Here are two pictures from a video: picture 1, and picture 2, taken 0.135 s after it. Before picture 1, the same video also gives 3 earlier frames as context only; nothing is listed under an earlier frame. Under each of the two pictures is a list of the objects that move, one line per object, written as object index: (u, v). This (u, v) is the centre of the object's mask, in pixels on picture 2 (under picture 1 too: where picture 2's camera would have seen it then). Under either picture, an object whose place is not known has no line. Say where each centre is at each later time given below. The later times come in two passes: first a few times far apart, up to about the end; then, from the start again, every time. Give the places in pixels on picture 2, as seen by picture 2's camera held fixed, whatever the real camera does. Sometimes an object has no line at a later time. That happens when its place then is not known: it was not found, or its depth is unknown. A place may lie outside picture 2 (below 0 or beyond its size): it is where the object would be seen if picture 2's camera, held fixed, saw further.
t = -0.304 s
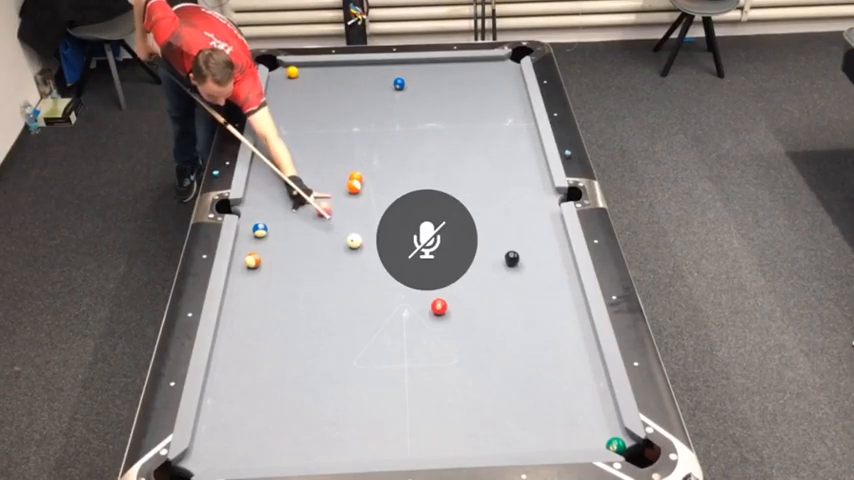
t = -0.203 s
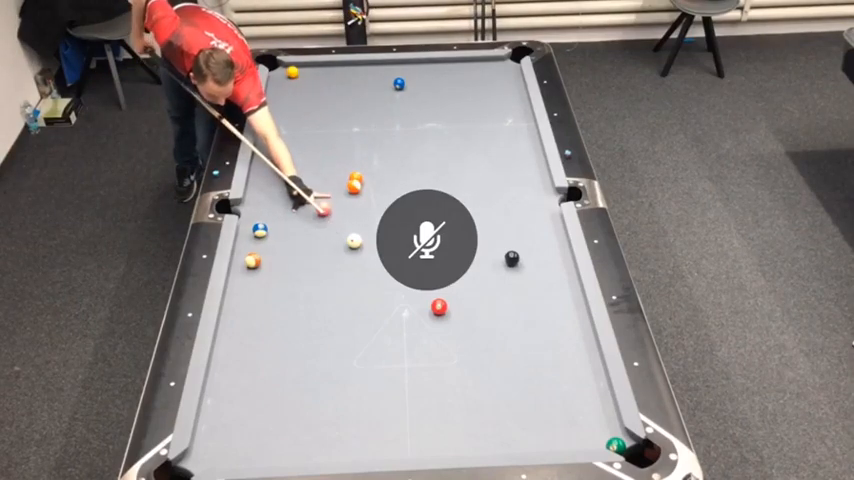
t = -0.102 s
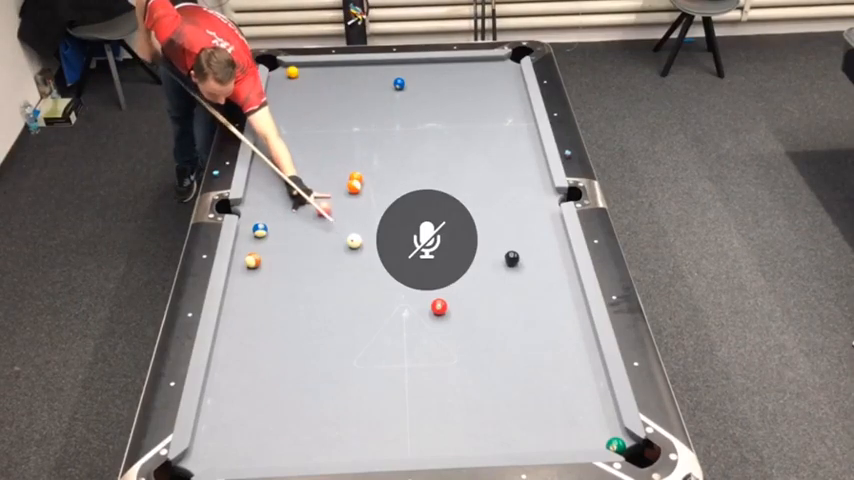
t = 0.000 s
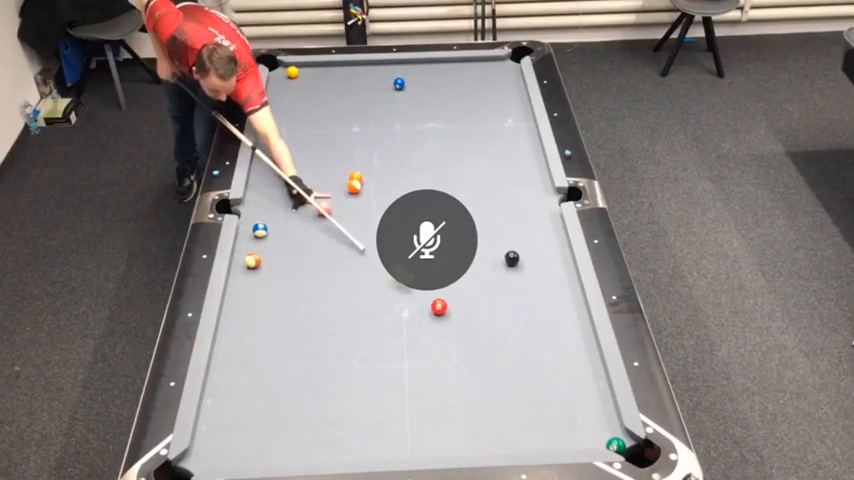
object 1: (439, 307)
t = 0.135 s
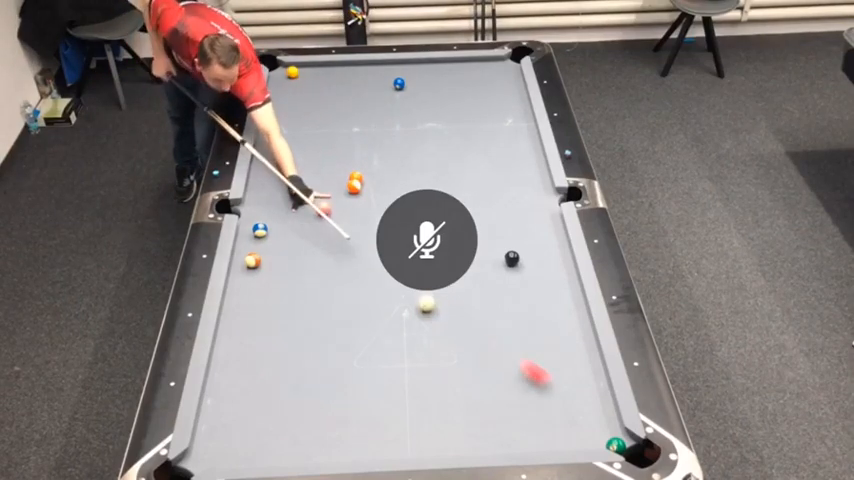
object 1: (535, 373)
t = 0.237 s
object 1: (617, 433)
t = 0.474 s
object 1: (588, 437)
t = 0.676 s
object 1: (571, 440)
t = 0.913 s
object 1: (550, 442)
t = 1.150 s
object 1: (530, 441)
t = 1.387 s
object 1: (511, 440)
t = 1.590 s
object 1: (497, 439)
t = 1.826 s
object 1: (481, 437)
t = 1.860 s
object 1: (479, 437)
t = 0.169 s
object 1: (570, 397)
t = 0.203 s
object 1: (606, 422)
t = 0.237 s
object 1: (617, 433)
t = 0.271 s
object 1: (611, 434)
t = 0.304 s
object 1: (605, 434)
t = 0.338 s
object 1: (601, 434)
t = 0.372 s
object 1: (598, 435)
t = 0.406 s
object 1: (595, 435)
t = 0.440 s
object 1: (591, 436)
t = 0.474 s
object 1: (588, 437)
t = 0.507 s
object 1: (585, 437)
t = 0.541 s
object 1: (582, 438)
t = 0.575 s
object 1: (579, 439)
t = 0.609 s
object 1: (576, 439)
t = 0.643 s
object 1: (573, 440)
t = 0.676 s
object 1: (571, 440)
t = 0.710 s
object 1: (568, 441)
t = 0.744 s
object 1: (565, 441)
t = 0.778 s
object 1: (562, 442)
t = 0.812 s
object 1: (559, 442)
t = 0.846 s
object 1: (556, 442)
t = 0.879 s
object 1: (553, 442)
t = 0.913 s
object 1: (550, 442)
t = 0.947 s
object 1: (547, 441)
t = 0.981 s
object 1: (544, 442)
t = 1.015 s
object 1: (541, 442)
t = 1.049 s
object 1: (538, 441)
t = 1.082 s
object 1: (536, 441)
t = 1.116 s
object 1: (533, 441)
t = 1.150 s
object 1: (530, 441)
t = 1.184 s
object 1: (527, 441)
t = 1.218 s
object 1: (525, 441)
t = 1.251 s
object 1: (522, 440)
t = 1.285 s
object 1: (519, 440)
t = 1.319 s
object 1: (517, 441)
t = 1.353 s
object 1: (514, 440)
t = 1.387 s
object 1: (511, 440)
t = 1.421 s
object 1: (509, 440)
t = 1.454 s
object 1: (507, 439)
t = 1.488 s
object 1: (504, 439)
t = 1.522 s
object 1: (502, 439)
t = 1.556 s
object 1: (499, 439)
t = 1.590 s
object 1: (497, 439)
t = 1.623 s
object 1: (494, 439)
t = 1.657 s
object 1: (492, 439)
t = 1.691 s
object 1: (490, 438)
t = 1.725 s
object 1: (487, 438)
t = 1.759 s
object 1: (485, 438)
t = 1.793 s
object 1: (483, 438)
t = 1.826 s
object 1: (481, 437)
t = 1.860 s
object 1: (479, 437)
